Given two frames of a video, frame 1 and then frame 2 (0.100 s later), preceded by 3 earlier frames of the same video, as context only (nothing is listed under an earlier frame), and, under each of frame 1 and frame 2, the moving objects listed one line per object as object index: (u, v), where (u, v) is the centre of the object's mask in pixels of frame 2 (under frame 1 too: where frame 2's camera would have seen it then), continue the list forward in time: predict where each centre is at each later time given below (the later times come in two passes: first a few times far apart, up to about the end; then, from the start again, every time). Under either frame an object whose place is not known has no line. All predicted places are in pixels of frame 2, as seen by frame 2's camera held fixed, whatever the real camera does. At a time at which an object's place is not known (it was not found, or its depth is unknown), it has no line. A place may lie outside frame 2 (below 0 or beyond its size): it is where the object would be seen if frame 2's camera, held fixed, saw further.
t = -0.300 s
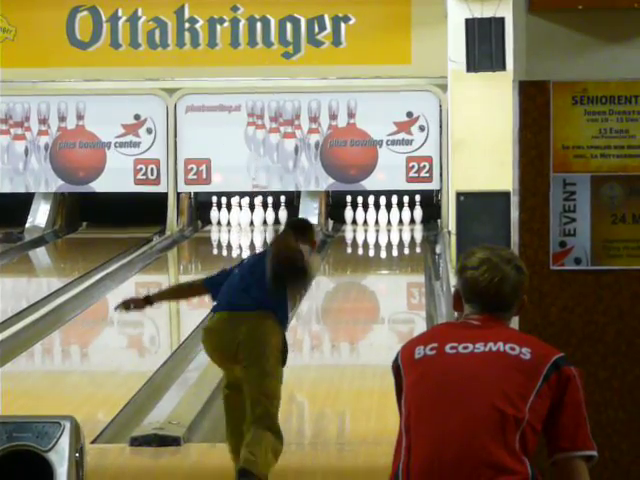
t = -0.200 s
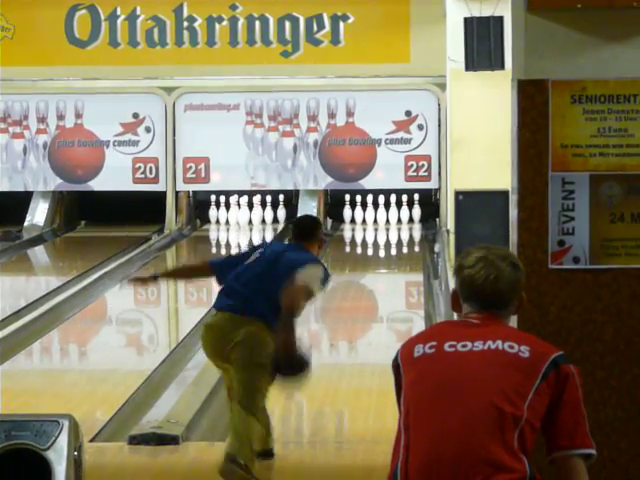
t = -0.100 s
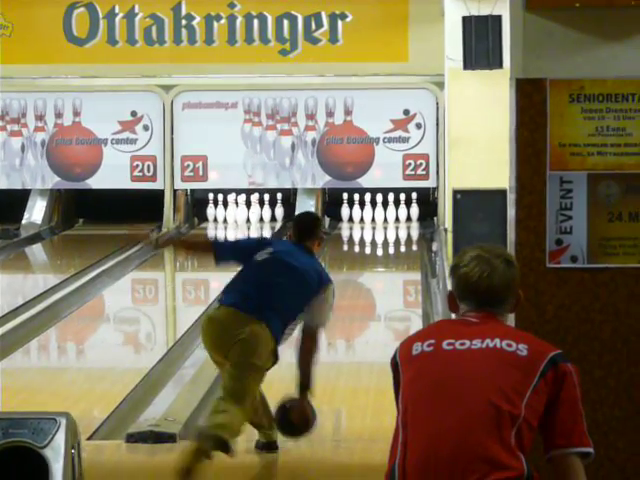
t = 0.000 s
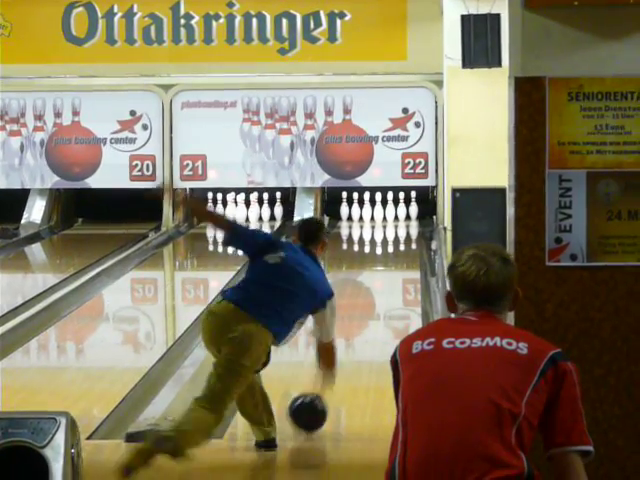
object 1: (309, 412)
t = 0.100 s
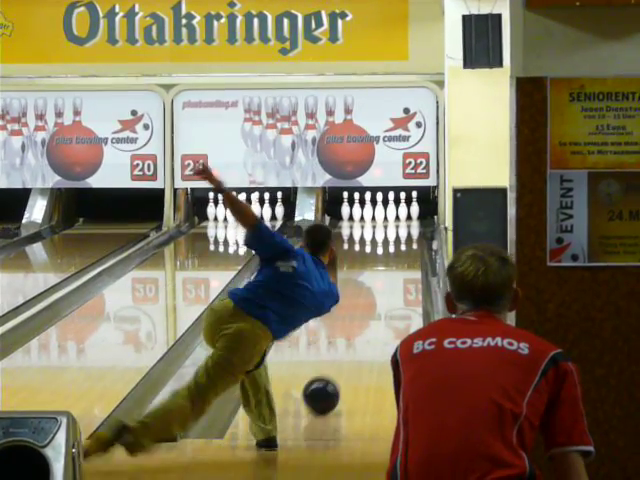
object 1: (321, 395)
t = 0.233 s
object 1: (335, 371)
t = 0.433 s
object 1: (353, 341)
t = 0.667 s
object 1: (368, 314)
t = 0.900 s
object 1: (379, 292)
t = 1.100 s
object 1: (387, 276)
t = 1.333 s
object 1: (393, 261)
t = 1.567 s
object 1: (397, 248)
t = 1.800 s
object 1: (398, 237)
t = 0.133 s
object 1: (325, 389)
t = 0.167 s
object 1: (328, 383)
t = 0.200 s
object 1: (332, 377)
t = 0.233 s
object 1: (335, 371)
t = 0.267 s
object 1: (338, 366)
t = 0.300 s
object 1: (341, 361)
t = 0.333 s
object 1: (344, 356)
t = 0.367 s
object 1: (347, 351)
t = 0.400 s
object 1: (350, 346)
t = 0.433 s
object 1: (353, 341)
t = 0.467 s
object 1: (355, 337)
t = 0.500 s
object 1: (357, 333)
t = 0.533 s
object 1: (360, 329)
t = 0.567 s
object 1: (362, 325)
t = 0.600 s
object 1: (364, 321)
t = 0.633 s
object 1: (366, 318)
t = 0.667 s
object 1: (368, 314)
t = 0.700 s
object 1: (369, 311)
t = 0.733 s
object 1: (371, 307)
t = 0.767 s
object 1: (373, 304)
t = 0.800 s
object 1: (375, 301)
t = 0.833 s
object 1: (376, 298)
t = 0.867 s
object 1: (378, 295)
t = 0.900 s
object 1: (379, 292)
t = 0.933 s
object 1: (381, 289)
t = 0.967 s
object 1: (382, 286)
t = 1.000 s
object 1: (383, 284)
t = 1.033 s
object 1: (385, 281)
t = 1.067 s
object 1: (386, 278)
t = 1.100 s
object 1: (387, 276)
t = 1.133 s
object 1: (388, 274)
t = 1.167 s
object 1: (389, 271)
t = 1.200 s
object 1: (390, 269)
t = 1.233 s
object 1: (391, 267)
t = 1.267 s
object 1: (391, 265)
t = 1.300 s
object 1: (392, 263)
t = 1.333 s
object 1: (393, 261)
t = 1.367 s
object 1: (394, 259)
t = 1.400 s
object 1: (395, 257)
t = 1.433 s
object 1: (395, 256)
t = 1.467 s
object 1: (396, 254)
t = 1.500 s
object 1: (396, 252)
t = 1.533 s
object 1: (397, 250)
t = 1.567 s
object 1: (397, 248)
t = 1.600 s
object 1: (398, 247)
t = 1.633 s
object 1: (398, 245)
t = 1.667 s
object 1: (398, 243)
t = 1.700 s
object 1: (398, 242)
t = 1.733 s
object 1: (398, 240)
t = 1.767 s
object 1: (399, 239)
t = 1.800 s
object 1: (398, 237)
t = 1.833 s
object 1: (398, 236)
